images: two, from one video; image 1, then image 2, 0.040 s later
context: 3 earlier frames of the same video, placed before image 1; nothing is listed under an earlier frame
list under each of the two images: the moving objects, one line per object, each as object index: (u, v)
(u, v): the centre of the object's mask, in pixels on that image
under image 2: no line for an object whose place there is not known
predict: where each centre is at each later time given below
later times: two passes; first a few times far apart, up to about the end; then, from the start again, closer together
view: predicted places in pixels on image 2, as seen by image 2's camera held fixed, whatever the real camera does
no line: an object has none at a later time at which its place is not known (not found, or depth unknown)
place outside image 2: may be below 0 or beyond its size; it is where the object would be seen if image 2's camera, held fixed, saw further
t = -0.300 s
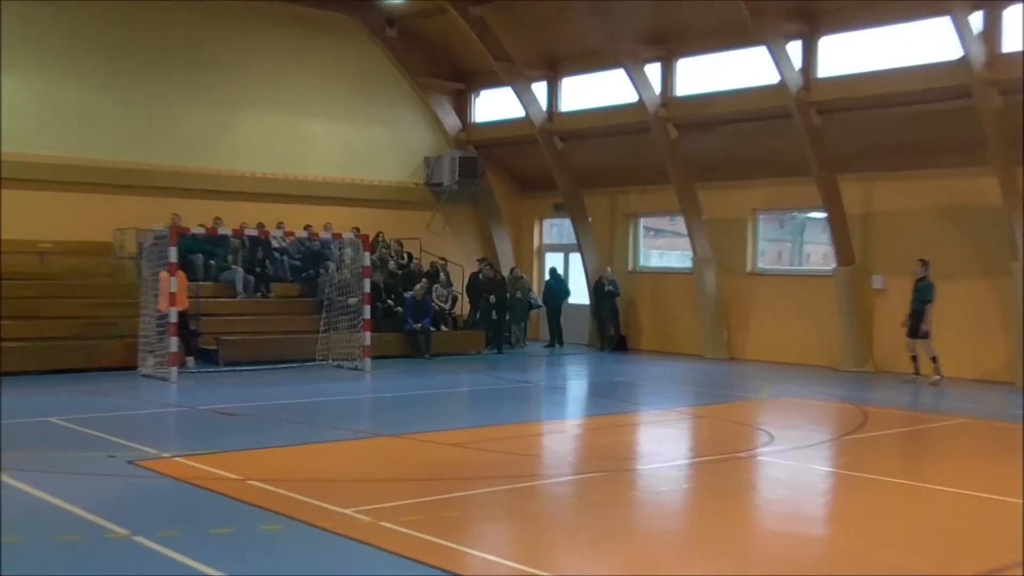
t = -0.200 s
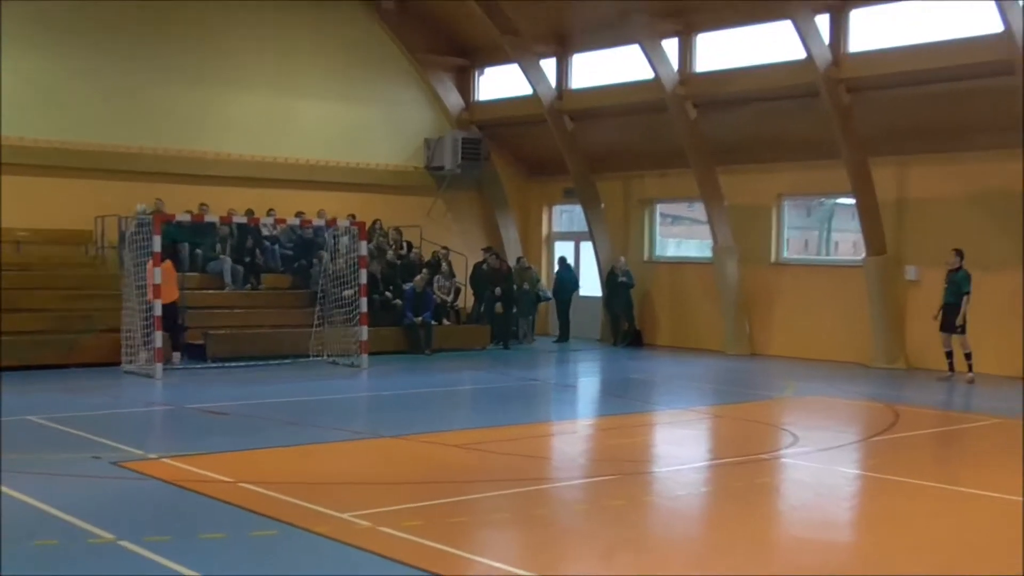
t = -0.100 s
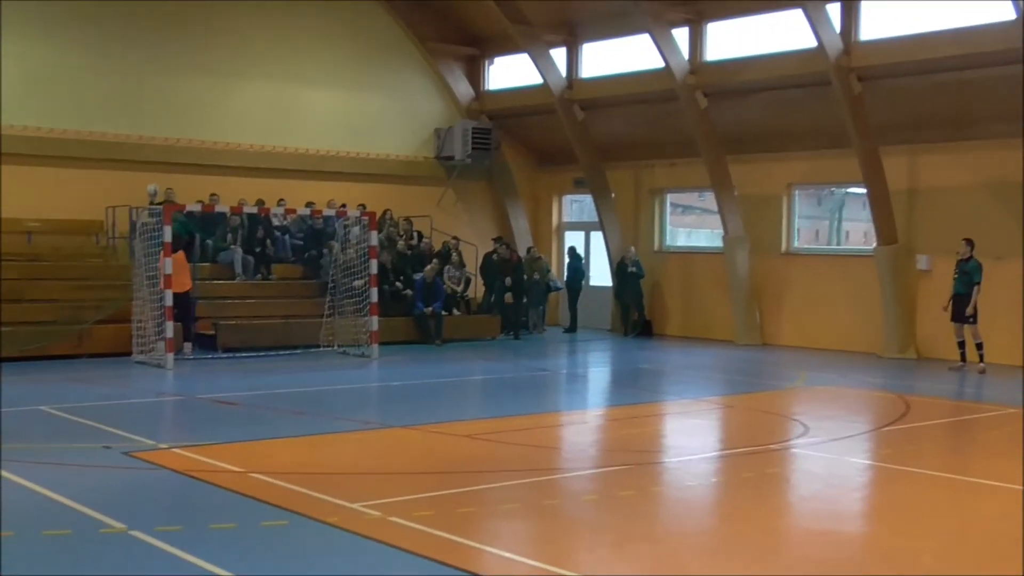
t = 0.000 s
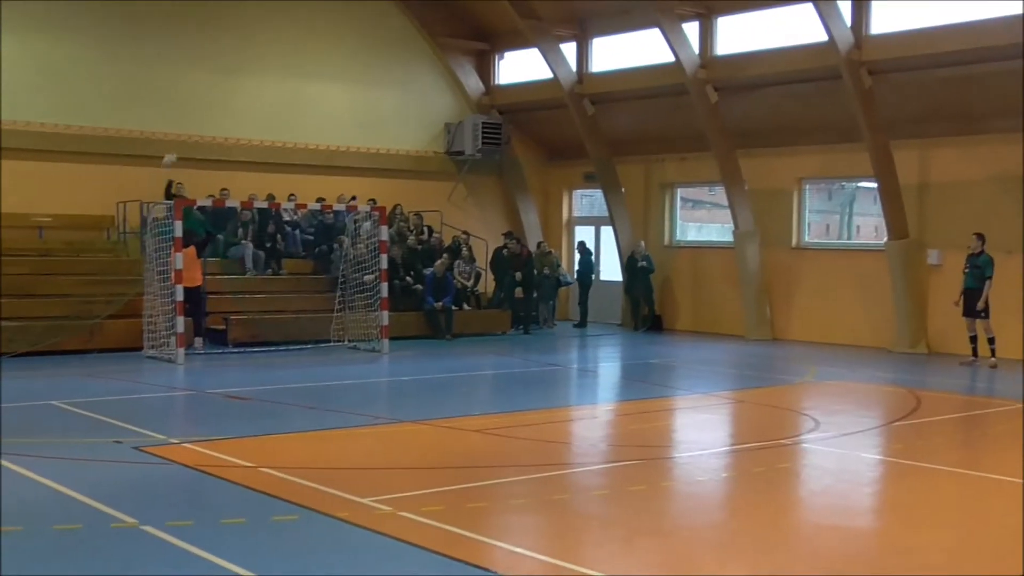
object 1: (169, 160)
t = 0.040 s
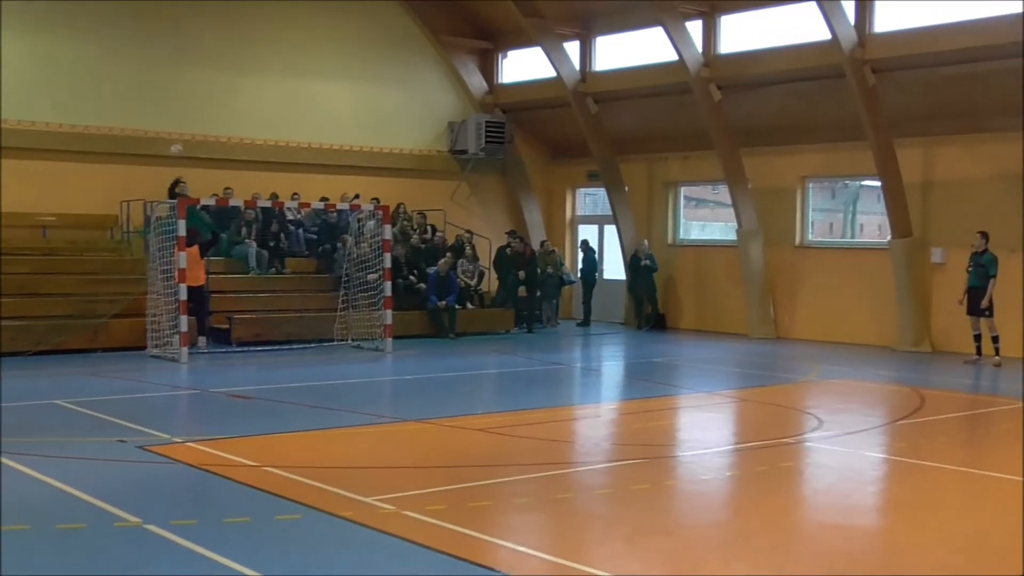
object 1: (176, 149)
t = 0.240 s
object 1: (193, 119)
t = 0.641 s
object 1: (233, 131)
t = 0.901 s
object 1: (272, 209)
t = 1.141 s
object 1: (302, 335)
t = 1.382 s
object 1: (320, 319)
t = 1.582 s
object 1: (331, 292)
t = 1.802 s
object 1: (345, 308)
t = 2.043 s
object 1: (358, 374)
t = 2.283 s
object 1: (372, 372)
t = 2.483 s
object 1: (387, 385)
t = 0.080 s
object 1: (178, 141)
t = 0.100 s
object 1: (179, 138)
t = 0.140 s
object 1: (184, 132)
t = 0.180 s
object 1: (188, 127)
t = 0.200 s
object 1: (190, 124)
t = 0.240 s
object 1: (193, 119)
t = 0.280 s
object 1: (196, 116)
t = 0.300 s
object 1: (198, 114)
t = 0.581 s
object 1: (226, 122)
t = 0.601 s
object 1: (228, 125)
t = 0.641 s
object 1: (233, 131)
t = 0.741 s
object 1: (252, 153)
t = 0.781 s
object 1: (257, 164)
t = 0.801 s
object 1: (260, 170)
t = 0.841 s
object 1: (265, 184)
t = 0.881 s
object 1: (269, 197)
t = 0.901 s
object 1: (272, 209)
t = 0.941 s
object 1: (277, 225)
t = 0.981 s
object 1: (282, 244)
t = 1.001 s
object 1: (284, 253)
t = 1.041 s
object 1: (289, 275)
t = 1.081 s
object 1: (294, 298)
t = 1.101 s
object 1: (297, 310)
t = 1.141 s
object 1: (302, 335)
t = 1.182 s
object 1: (308, 364)
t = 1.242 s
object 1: (312, 356)
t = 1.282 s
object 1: (314, 345)
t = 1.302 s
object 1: (316, 339)
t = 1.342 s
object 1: (318, 329)
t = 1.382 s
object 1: (320, 319)
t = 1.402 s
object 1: (321, 315)
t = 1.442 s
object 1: (323, 307)
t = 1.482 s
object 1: (326, 301)
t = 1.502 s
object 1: (328, 296)
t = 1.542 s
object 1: (329, 294)
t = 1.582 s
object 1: (331, 292)
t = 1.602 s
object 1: (334, 291)
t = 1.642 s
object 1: (335, 291)
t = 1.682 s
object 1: (337, 292)
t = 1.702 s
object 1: (339, 294)
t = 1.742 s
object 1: (341, 297)
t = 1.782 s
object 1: (343, 302)
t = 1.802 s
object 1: (345, 308)
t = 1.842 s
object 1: (346, 311)
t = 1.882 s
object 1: (348, 321)
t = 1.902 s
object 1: (350, 331)
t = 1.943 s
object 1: (352, 337)
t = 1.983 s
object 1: (354, 350)
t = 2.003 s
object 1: (357, 365)
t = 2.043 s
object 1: (358, 374)
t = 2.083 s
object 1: (360, 393)
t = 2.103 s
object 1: (363, 393)
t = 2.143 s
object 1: (365, 389)
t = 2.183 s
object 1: (367, 383)
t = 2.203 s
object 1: (368, 378)
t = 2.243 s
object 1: (369, 376)
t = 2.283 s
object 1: (372, 372)
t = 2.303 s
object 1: (375, 371)
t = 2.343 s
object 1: (377, 372)
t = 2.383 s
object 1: (380, 373)
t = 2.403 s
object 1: (383, 377)
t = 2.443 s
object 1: (384, 379)
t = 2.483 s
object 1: (387, 385)
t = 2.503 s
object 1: (391, 393)
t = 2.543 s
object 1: (392, 397)
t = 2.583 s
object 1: (395, 408)
